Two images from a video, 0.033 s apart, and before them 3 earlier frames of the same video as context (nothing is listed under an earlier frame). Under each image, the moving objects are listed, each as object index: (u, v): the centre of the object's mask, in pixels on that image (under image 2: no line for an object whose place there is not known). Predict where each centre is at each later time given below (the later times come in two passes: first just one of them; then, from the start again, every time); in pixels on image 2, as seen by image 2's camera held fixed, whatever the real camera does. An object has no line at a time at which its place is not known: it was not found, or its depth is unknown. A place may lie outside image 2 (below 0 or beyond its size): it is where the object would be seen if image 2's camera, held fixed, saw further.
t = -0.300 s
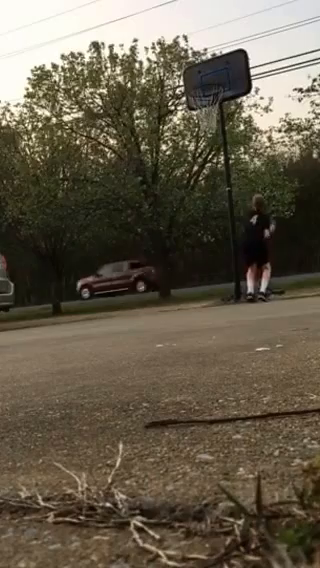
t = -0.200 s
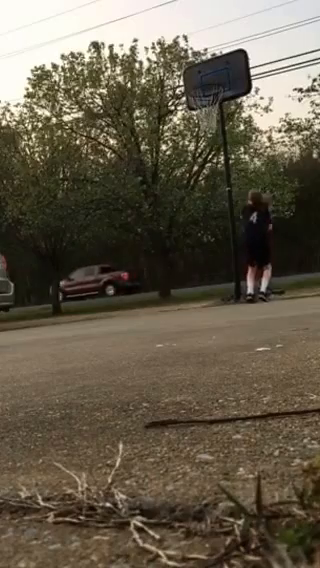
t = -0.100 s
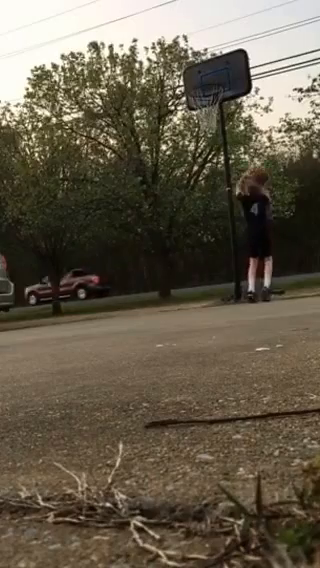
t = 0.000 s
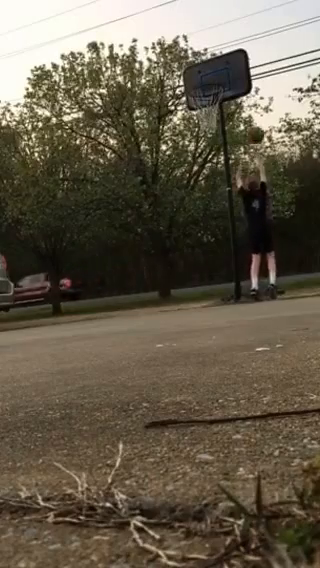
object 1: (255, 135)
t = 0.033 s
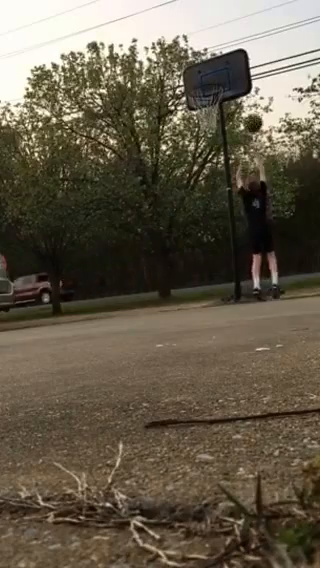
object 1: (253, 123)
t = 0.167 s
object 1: (253, 80)
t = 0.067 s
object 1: (252, 110)
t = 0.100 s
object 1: (250, 100)
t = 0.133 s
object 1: (248, 89)
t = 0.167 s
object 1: (253, 80)
